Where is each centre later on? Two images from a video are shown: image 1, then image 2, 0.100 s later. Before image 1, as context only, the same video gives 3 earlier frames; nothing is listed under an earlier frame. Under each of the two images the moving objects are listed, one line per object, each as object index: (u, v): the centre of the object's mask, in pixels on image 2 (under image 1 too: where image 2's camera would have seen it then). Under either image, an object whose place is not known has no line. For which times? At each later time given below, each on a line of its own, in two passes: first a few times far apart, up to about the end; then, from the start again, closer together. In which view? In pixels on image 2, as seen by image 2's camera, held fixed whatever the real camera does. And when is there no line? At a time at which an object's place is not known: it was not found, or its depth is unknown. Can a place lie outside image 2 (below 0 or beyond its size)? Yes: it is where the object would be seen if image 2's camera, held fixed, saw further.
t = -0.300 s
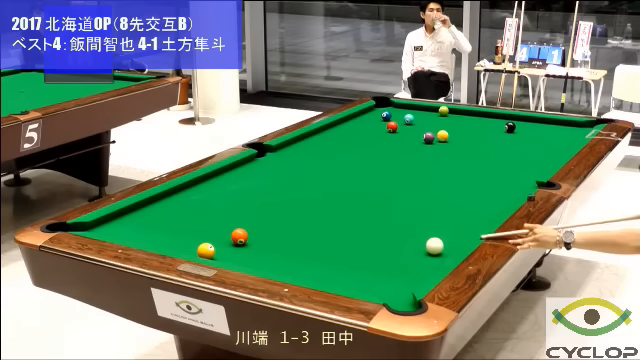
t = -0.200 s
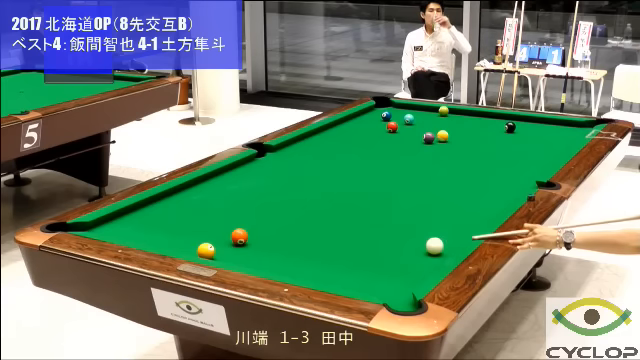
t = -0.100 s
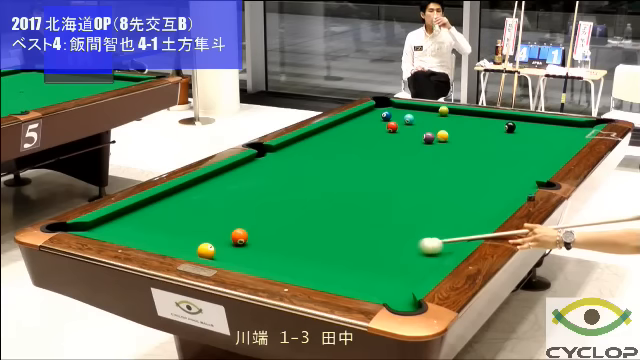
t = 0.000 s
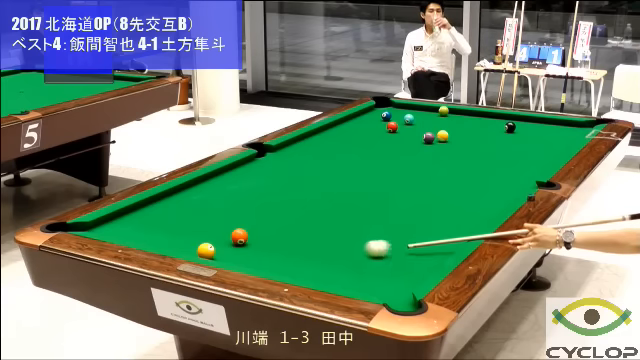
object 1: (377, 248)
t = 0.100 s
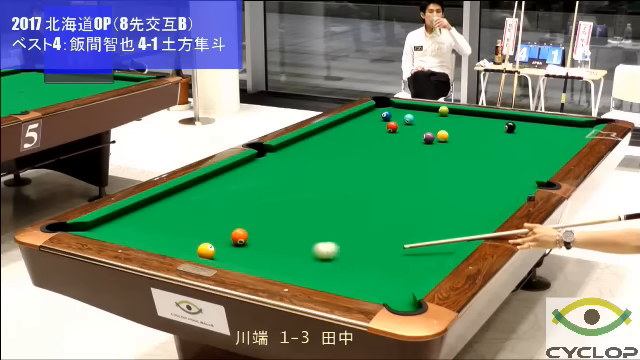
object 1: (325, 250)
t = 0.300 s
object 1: (224, 254)
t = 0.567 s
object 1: (217, 245)
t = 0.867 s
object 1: (218, 229)
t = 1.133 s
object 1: (218, 216)
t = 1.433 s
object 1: (218, 204)
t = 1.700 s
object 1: (218, 195)
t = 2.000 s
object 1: (218, 185)
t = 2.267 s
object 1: (218, 177)
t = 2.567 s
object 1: (225, 172)
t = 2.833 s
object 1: (239, 169)
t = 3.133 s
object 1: (252, 166)
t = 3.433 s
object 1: (264, 164)
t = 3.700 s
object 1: (273, 163)
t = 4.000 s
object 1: (282, 161)
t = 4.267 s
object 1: (289, 160)
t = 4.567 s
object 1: (296, 159)
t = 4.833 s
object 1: (300, 158)
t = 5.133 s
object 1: (305, 157)
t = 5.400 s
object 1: (307, 156)
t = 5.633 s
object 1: (309, 156)
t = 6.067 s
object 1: (313, 154)
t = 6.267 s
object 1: (310, 156)
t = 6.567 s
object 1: (310, 156)
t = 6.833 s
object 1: (310, 156)
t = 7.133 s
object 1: (310, 156)
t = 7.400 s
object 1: (310, 156)
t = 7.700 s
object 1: (310, 156)
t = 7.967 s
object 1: (310, 156)
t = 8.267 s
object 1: (310, 156)
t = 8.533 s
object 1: (310, 156)
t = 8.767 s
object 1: (310, 156)
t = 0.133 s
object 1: (308, 251)
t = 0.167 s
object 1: (291, 251)
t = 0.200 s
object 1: (273, 252)
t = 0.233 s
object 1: (256, 253)
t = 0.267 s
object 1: (239, 254)
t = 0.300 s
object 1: (224, 254)
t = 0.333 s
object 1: (215, 255)
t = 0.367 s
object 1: (211, 256)
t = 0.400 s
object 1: (214, 254)
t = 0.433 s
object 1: (216, 253)
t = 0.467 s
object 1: (217, 251)
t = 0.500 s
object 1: (217, 249)
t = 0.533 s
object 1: (217, 247)
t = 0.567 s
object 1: (217, 245)
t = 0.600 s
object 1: (217, 243)
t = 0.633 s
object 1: (217, 241)
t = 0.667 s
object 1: (217, 240)
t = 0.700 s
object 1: (217, 238)
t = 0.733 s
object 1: (217, 236)
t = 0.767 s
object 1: (217, 234)
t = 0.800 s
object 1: (217, 232)
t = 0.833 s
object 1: (218, 231)
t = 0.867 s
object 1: (218, 229)
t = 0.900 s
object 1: (218, 227)
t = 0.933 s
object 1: (218, 226)
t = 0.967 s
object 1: (218, 224)
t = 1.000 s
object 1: (218, 223)
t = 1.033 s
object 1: (218, 221)
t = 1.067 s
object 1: (218, 219)
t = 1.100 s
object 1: (218, 218)
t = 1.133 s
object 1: (218, 216)
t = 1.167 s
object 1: (218, 215)
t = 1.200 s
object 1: (218, 214)
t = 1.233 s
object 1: (218, 212)
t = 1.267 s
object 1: (218, 211)
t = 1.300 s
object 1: (218, 210)
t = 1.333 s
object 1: (218, 208)
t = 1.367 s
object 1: (218, 207)
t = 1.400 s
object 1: (218, 206)
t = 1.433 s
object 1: (218, 204)
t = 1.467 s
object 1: (218, 203)
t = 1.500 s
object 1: (218, 202)
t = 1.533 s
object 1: (218, 200)
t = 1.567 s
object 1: (218, 199)
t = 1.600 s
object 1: (218, 198)
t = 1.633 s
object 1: (218, 197)
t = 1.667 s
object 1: (218, 195)
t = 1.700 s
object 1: (218, 195)
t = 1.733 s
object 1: (218, 193)
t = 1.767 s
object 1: (218, 192)
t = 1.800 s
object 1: (218, 191)
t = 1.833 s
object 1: (218, 190)
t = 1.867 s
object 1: (218, 189)
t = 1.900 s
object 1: (218, 188)
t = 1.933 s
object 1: (218, 187)
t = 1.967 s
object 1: (218, 186)
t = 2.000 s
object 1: (218, 185)
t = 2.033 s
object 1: (218, 184)
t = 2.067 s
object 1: (218, 183)
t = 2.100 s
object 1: (218, 182)
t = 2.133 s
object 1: (218, 181)
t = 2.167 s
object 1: (218, 180)
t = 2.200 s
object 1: (218, 179)
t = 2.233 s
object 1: (218, 178)
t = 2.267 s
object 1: (218, 177)
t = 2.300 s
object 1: (218, 176)
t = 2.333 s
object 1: (218, 175)
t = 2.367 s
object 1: (218, 175)
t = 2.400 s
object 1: (218, 174)
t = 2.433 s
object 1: (218, 173)
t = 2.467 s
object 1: (220, 172)
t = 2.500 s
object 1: (221, 172)
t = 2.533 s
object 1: (223, 172)
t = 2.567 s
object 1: (225, 172)
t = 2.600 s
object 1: (227, 171)
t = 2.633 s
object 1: (229, 171)
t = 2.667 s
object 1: (230, 171)
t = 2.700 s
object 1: (232, 170)
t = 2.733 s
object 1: (234, 170)
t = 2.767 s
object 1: (235, 170)
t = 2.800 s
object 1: (237, 169)
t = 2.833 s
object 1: (239, 169)
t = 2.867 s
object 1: (240, 169)
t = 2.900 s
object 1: (242, 168)
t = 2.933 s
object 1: (243, 168)
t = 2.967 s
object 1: (245, 168)
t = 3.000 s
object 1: (246, 168)
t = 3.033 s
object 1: (248, 167)
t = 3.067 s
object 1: (249, 167)
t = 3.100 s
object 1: (251, 167)
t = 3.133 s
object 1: (252, 166)
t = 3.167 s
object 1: (254, 166)
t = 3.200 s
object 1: (255, 166)
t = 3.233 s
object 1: (256, 166)
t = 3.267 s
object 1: (258, 165)
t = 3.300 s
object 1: (259, 165)
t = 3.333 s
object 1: (260, 165)
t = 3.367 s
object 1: (261, 165)
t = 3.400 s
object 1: (263, 164)
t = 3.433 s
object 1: (264, 164)
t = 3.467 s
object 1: (265, 164)
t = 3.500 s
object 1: (267, 164)
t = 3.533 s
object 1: (268, 164)
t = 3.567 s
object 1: (269, 164)
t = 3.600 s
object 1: (270, 163)
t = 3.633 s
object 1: (271, 163)
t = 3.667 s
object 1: (272, 163)
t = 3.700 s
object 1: (273, 163)
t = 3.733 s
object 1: (274, 162)
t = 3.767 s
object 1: (276, 162)
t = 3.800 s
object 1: (277, 162)
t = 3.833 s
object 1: (278, 162)
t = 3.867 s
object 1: (279, 162)
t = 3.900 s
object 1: (280, 161)
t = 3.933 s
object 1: (280, 161)
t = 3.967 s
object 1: (281, 161)
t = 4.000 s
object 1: (282, 161)
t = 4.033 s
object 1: (283, 161)
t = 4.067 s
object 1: (284, 161)
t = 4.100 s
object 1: (285, 160)
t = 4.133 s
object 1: (286, 160)
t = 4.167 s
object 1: (287, 160)
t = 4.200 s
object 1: (288, 160)
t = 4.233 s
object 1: (289, 160)
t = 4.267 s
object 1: (289, 160)
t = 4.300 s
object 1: (290, 160)
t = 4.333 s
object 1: (291, 160)
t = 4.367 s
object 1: (292, 160)
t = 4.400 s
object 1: (293, 159)
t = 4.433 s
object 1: (293, 159)
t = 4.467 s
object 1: (294, 159)
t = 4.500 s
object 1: (295, 159)
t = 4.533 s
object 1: (295, 159)
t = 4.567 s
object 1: (296, 159)
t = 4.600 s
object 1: (297, 158)
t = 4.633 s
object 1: (297, 158)
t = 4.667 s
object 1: (298, 158)
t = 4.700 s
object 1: (298, 158)
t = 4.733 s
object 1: (299, 158)
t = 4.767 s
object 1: (299, 158)
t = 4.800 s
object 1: (300, 158)
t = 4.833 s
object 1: (300, 158)
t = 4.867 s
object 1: (301, 158)
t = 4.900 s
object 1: (301, 157)
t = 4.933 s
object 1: (302, 157)
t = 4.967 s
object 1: (302, 157)
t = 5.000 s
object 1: (303, 157)
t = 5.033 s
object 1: (303, 157)
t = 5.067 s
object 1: (304, 157)
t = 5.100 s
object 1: (304, 157)
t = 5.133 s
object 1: (305, 157)
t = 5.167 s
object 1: (305, 157)
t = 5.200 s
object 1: (305, 157)
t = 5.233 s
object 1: (305, 157)
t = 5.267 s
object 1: (306, 156)
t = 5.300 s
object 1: (308, 156)
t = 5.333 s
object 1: (307, 156)
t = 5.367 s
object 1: (307, 156)
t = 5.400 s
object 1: (307, 156)
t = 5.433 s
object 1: (308, 156)
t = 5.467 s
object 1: (308, 156)
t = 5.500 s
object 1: (308, 156)
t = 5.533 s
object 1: (309, 156)
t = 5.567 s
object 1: (309, 156)
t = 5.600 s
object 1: (309, 156)
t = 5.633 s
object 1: (309, 156)
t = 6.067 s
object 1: (313, 154)
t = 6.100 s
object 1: (310, 156)
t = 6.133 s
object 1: (310, 155)
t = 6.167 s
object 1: (310, 156)
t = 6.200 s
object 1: (310, 156)
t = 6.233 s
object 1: (310, 156)
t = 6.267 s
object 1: (310, 156)
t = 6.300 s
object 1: (310, 156)
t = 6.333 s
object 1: (310, 156)
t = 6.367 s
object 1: (310, 156)
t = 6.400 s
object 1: (310, 156)
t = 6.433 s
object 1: (310, 156)
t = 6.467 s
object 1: (310, 156)
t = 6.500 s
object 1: (310, 156)
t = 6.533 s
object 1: (310, 156)
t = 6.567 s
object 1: (310, 156)
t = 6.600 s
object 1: (310, 156)
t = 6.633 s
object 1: (310, 156)
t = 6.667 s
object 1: (310, 156)
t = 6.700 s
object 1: (310, 156)
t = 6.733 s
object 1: (310, 156)
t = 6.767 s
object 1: (310, 156)
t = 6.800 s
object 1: (310, 156)
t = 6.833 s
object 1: (310, 156)
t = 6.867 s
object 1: (310, 156)
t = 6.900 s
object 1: (310, 156)
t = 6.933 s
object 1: (310, 156)
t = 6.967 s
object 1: (310, 156)
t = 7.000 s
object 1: (310, 156)
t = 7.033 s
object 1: (310, 156)
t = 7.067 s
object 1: (310, 156)
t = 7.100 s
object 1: (310, 156)
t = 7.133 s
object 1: (310, 156)
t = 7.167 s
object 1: (310, 156)
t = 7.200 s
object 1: (310, 156)
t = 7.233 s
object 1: (310, 156)
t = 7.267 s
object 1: (310, 156)
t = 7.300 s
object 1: (310, 156)
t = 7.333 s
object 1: (310, 156)
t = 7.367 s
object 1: (310, 156)
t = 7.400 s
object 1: (310, 156)
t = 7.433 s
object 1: (310, 156)
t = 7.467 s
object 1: (310, 156)
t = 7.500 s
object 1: (310, 156)
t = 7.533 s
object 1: (310, 156)
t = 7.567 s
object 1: (310, 156)
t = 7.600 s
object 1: (310, 156)
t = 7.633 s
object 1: (310, 156)
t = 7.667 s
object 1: (310, 156)
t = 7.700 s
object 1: (310, 156)
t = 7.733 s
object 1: (310, 156)
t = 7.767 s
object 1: (310, 156)
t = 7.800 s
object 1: (310, 156)
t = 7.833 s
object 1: (310, 156)
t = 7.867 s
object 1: (310, 156)
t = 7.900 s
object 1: (310, 156)
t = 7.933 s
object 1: (310, 156)
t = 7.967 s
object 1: (310, 156)
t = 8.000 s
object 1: (310, 156)
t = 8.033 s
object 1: (310, 156)
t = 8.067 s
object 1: (310, 156)
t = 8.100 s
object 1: (310, 156)
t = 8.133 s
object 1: (310, 156)
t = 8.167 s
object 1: (310, 156)
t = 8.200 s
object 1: (310, 156)
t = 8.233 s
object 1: (310, 156)
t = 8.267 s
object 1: (310, 156)
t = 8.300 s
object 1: (310, 156)
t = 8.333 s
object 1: (310, 156)
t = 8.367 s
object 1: (310, 156)
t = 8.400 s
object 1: (310, 156)
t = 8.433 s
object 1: (310, 156)
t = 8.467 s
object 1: (310, 156)
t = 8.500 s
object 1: (310, 156)
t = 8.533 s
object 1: (310, 156)
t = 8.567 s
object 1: (310, 156)
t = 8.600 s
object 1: (310, 156)
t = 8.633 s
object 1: (310, 156)
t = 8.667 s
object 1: (310, 156)
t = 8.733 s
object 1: (310, 156)
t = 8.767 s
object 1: (310, 156)
